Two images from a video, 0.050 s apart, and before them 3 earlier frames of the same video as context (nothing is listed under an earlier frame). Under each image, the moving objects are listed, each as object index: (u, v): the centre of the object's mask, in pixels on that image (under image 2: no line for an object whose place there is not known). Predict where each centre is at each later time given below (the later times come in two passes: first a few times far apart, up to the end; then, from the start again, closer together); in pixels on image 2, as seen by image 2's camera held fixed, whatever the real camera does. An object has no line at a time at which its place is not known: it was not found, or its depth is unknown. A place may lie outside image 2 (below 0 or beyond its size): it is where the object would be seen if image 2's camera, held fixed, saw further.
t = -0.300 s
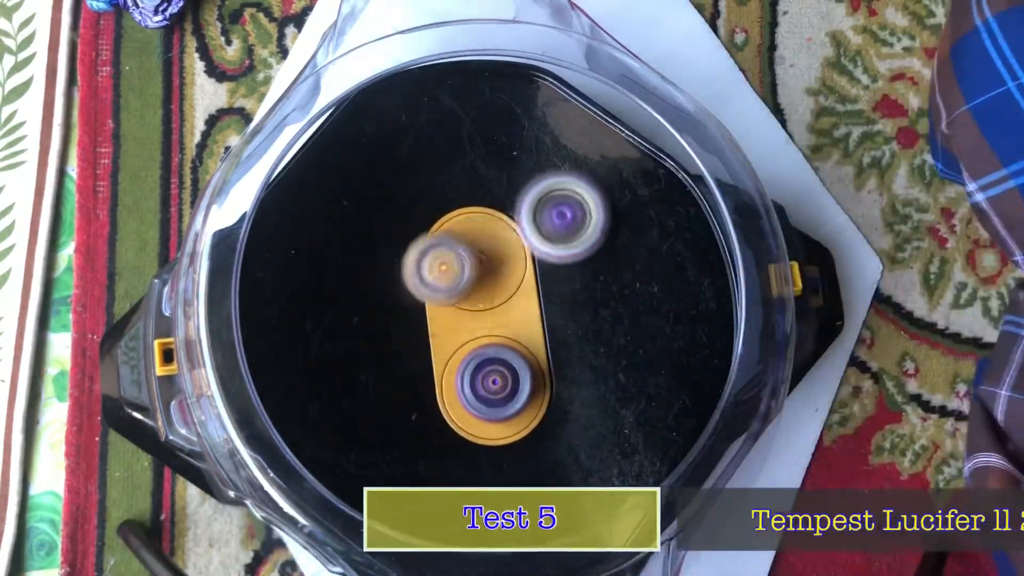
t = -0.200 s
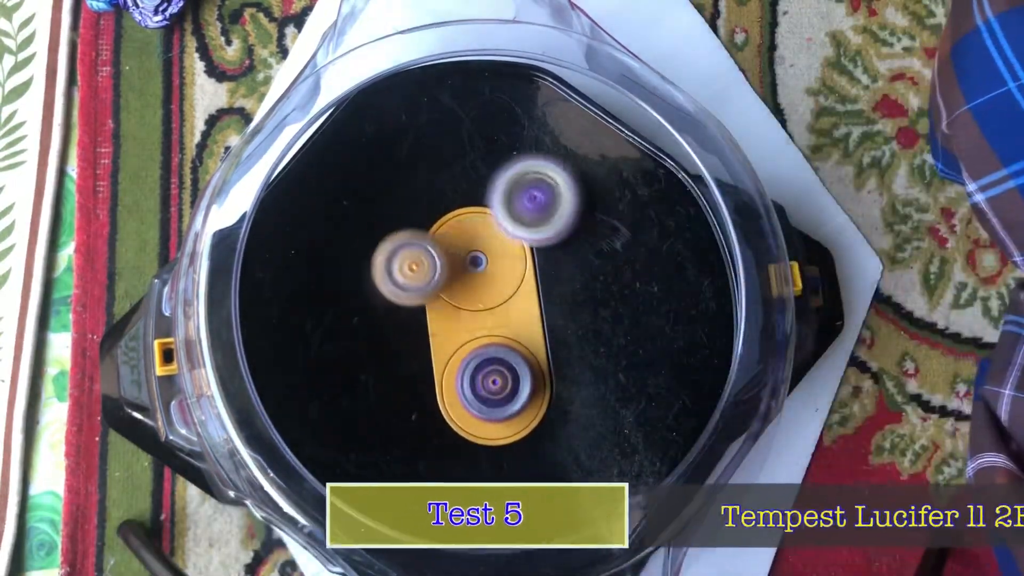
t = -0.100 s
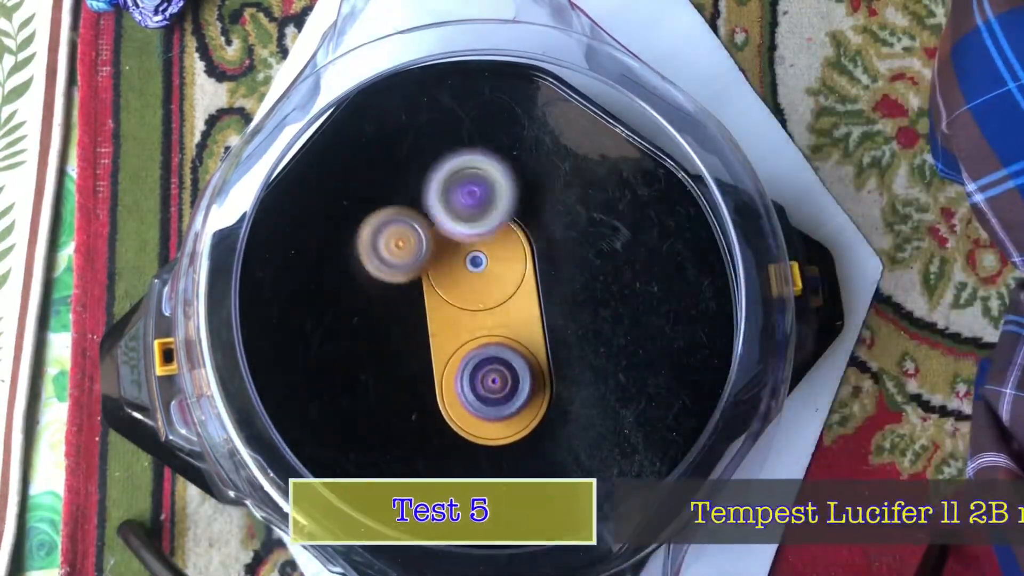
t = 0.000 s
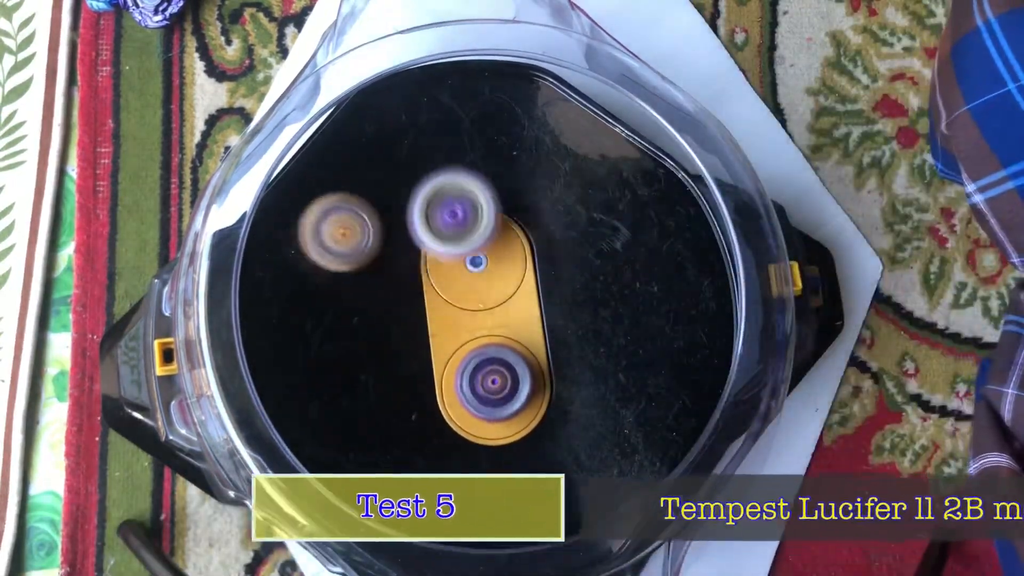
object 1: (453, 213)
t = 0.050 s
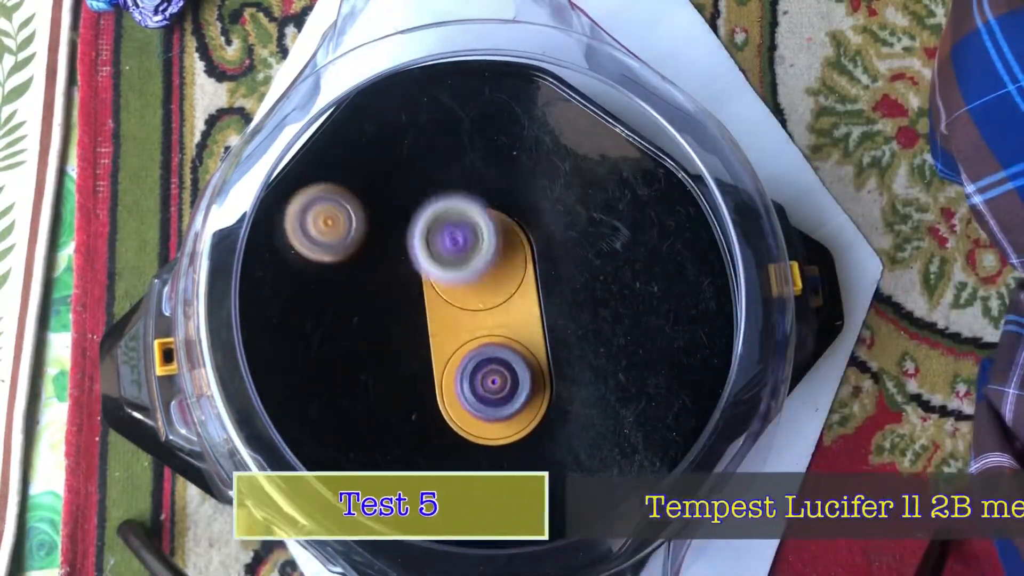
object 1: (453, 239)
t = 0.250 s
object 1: (526, 295)
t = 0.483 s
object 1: (527, 240)
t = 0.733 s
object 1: (532, 257)
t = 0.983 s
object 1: (533, 296)
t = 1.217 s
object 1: (562, 331)
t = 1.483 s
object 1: (640, 386)
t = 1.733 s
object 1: (654, 350)
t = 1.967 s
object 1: (519, 312)
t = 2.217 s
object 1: (461, 397)
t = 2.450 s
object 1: (482, 430)
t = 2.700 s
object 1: (461, 362)
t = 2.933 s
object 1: (434, 322)
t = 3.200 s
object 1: (476, 318)
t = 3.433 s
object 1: (496, 301)
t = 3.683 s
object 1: (468, 308)
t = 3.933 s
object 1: (461, 319)
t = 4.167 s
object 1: (476, 288)
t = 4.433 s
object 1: (327, 256)
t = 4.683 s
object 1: (298, 365)
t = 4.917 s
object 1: (427, 447)
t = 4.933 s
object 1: (440, 450)
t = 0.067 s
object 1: (455, 250)
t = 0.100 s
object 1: (463, 271)
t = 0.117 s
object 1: (468, 282)
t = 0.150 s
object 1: (482, 304)
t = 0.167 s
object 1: (489, 303)
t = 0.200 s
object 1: (505, 299)
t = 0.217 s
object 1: (513, 298)
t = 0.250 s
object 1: (526, 295)
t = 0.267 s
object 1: (532, 293)
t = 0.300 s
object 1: (540, 289)
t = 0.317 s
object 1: (542, 287)
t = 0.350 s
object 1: (544, 282)
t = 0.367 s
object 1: (544, 278)
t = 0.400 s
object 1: (542, 270)
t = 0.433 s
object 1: (538, 260)
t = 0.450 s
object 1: (535, 253)
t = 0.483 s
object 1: (527, 240)
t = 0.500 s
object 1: (521, 232)
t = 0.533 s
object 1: (523, 232)
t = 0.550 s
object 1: (526, 234)
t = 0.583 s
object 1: (529, 237)
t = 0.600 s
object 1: (528, 238)
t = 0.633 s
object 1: (523, 241)
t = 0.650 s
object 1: (522, 242)
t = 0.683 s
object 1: (524, 247)
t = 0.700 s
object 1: (527, 250)
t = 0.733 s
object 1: (532, 257)
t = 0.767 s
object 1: (532, 261)
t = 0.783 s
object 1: (533, 263)
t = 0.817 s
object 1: (532, 268)
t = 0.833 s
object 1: (531, 269)
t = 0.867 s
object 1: (525, 272)
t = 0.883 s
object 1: (524, 273)
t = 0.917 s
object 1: (520, 278)
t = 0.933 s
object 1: (520, 281)
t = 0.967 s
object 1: (526, 291)
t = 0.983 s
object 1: (533, 296)
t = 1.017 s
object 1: (544, 303)
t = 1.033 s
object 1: (548, 307)
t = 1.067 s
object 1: (556, 313)
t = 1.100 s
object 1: (561, 318)
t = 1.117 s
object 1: (562, 320)
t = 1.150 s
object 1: (564, 324)
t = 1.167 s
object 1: (564, 326)
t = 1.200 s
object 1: (564, 330)
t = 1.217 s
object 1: (562, 331)
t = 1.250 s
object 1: (560, 334)
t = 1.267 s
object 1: (557, 336)
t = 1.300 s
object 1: (552, 340)
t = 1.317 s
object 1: (549, 341)
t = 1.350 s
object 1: (544, 344)
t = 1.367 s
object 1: (542, 344)
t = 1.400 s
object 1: (559, 352)
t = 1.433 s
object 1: (594, 368)
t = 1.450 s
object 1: (608, 375)
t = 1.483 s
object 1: (640, 386)
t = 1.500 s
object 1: (654, 390)
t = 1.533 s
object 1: (679, 394)
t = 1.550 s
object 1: (692, 395)
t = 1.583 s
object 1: (711, 395)
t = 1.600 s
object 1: (711, 391)
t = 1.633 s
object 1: (702, 381)
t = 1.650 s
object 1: (694, 376)
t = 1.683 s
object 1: (679, 365)
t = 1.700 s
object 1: (672, 360)
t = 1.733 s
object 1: (654, 350)
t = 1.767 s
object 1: (635, 340)
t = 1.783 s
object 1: (625, 336)
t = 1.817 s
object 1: (605, 328)
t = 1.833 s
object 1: (595, 324)
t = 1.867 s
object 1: (578, 317)
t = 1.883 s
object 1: (568, 315)
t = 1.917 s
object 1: (548, 313)
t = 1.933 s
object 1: (537, 312)
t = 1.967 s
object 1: (519, 312)
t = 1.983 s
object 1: (515, 308)
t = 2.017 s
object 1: (501, 319)
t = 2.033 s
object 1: (495, 325)
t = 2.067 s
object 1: (485, 335)
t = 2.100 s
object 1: (477, 346)
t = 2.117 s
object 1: (473, 352)
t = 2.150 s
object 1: (467, 366)
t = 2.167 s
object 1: (465, 373)
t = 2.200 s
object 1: (462, 389)
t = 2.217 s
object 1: (461, 397)
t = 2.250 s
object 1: (462, 411)
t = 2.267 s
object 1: (463, 414)
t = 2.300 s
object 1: (466, 419)
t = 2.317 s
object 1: (468, 422)
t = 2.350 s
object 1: (471, 427)
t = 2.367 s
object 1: (473, 429)
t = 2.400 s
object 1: (475, 434)
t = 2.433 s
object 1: (480, 432)
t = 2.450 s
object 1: (482, 430)
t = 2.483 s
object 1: (485, 427)
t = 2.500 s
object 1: (487, 425)
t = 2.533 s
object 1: (490, 418)
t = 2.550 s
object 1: (489, 412)
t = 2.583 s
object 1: (482, 397)
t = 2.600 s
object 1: (479, 390)
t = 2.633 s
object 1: (473, 378)
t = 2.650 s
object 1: (469, 374)
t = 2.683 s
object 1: (463, 365)
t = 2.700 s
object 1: (461, 362)
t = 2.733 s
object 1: (456, 357)
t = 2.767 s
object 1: (453, 355)
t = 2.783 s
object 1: (452, 355)
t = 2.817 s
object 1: (449, 356)
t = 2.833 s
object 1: (448, 358)
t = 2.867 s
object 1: (442, 351)
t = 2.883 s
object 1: (438, 343)
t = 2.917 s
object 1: (434, 329)
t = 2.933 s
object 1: (434, 322)
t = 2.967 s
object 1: (437, 310)
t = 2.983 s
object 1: (440, 305)
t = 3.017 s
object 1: (447, 299)
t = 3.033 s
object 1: (451, 297)
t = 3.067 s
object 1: (459, 297)
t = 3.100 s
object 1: (465, 300)
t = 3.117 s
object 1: (466, 302)
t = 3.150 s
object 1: (470, 309)
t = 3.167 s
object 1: (472, 312)
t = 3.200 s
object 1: (476, 318)
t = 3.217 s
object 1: (478, 321)
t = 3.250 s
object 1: (482, 326)
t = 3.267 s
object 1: (484, 328)
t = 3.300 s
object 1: (489, 320)
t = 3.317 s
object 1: (492, 315)
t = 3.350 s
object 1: (497, 307)
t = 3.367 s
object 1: (498, 305)
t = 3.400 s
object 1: (498, 302)
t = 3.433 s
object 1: (496, 301)
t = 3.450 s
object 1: (495, 302)
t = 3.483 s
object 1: (491, 305)
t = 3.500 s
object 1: (489, 305)
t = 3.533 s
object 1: (487, 304)
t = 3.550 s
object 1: (486, 304)
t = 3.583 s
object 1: (483, 305)
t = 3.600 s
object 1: (481, 305)
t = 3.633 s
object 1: (477, 306)
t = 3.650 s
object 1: (474, 307)
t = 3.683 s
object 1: (468, 308)
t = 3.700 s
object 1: (465, 308)
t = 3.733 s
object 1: (462, 309)
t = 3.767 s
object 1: (460, 311)
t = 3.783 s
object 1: (459, 312)
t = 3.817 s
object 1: (457, 313)
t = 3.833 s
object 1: (457, 314)
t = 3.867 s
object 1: (459, 315)
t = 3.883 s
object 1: (460, 316)
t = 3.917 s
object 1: (461, 318)
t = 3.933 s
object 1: (461, 319)
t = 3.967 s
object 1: (464, 321)
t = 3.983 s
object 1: (465, 322)
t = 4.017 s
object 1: (467, 325)
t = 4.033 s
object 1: (467, 325)
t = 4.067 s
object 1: (470, 326)
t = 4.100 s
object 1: (475, 315)
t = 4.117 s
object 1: (476, 307)
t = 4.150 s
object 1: (476, 295)
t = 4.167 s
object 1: (476, 288)
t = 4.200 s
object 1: (474, 277)
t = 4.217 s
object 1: (473, 270)
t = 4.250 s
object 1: (471, 258)
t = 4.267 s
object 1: (469, 250)
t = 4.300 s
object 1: (435, 242)
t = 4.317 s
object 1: (417, 240)
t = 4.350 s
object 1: (384, 240)
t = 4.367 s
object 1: (372, 241)
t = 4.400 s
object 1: (348, 248)
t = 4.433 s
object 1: (327, 256)
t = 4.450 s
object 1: (319, 262)
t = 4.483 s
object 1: (304, 274)
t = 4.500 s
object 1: (298, 280)
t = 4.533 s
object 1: (290, 294)
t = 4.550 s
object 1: (287, 302)
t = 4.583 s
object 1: (286, 318)
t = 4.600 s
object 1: (286, 326)
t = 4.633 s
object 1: (289, 342)
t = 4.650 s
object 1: (291, 351)
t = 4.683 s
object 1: (298, 365)
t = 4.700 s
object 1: (303, 374)
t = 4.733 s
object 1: (315, 387)
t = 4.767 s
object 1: (330, 400)
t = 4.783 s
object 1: (340, 406)
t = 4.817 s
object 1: (359, 419)
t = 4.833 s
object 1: (370, 423)
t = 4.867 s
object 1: (393, 434)
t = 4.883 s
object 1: (405, 439)
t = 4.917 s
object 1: (427, 447)
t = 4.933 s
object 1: (440, 450)
